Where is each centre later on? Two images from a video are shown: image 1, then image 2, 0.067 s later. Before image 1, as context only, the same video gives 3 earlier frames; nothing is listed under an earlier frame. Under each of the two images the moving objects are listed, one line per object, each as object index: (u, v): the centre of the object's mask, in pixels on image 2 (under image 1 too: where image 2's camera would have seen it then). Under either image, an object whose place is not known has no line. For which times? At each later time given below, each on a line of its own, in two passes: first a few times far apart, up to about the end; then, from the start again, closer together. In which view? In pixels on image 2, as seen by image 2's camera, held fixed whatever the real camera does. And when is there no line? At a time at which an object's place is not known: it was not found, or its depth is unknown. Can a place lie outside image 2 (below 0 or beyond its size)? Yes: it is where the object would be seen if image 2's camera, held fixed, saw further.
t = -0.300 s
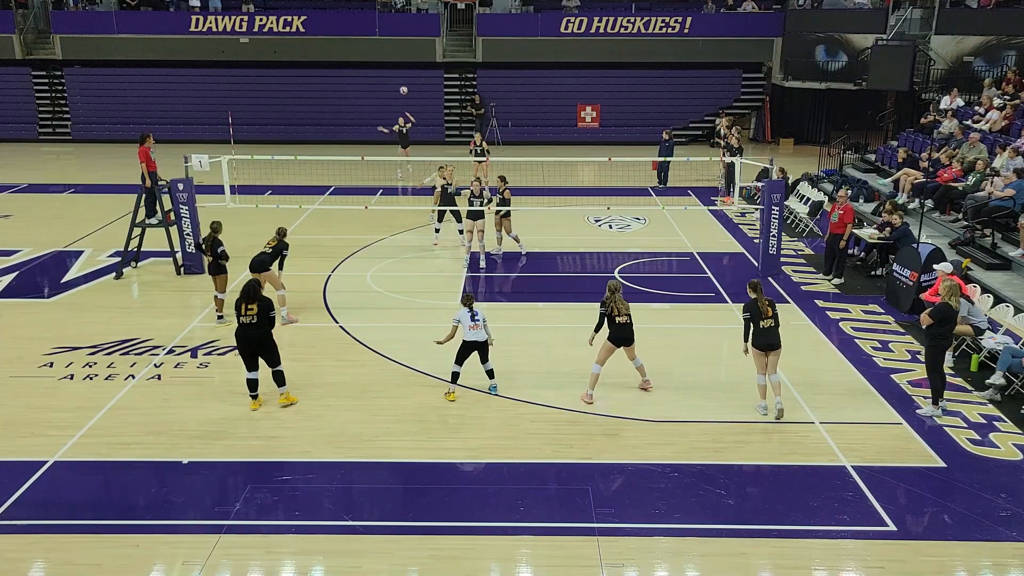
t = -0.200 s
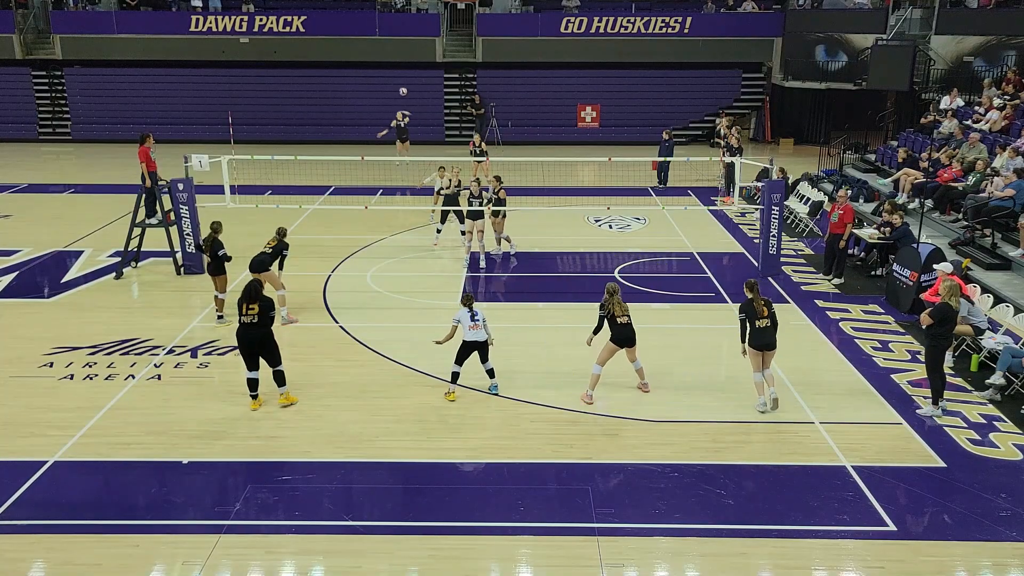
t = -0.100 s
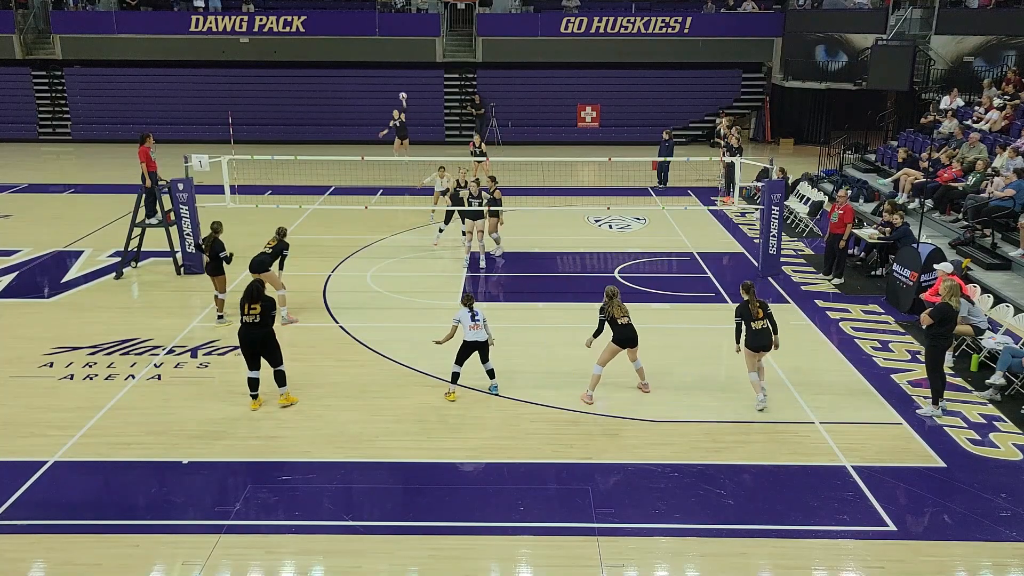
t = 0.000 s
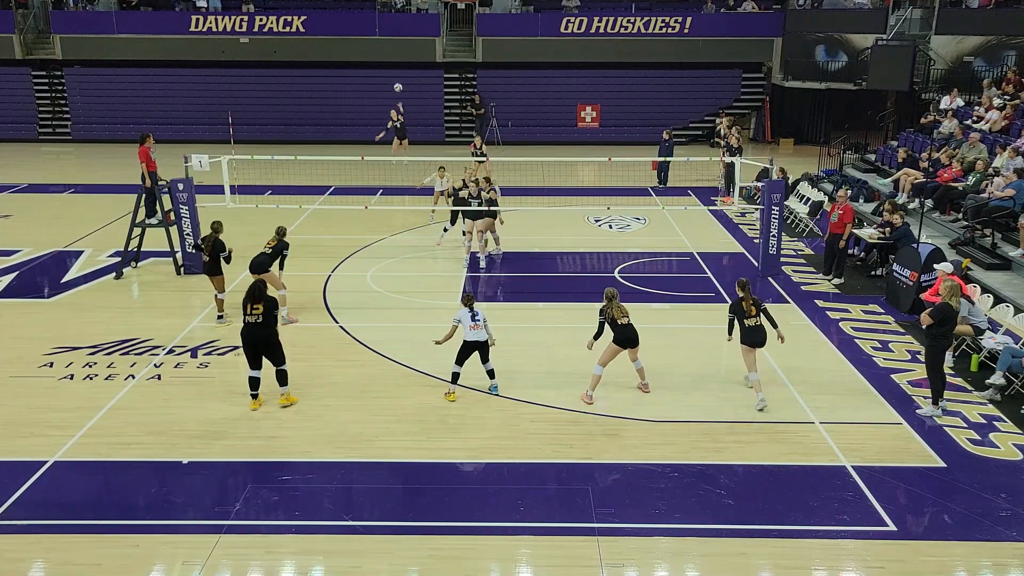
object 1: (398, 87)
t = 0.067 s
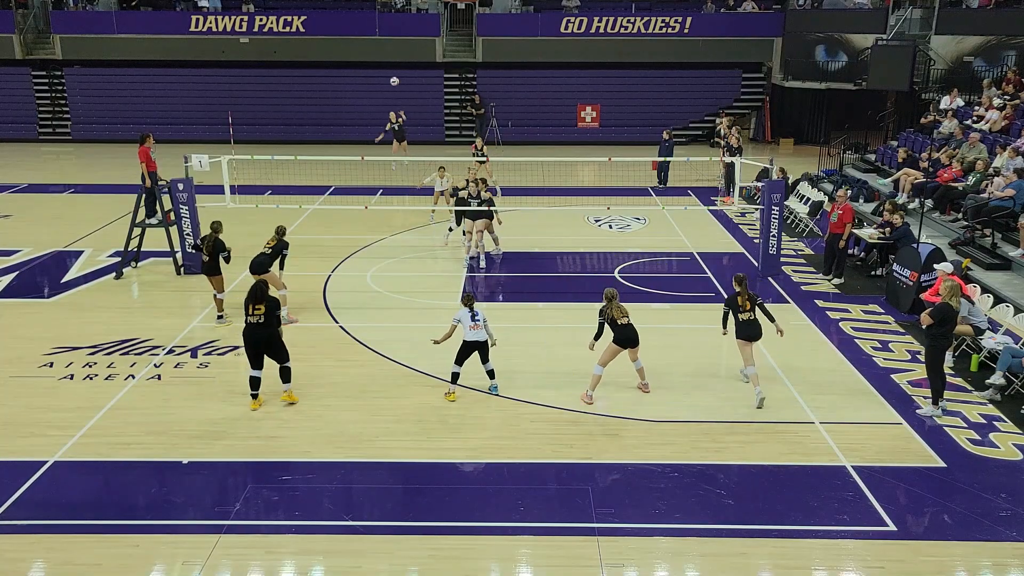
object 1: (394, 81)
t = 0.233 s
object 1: (384, 69)
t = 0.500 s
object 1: (363, 72)
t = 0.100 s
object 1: (392, 78)
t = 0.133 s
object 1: (390, 75)
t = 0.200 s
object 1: (386, 71)
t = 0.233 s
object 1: (384, 69)
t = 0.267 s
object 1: (382, 67)
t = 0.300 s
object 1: (380, 66)
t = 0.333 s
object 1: (377, 66)
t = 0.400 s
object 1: (372, 67)
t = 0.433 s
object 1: (369, 68)
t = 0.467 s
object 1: (366, 70)
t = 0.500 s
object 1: (363, 72)
